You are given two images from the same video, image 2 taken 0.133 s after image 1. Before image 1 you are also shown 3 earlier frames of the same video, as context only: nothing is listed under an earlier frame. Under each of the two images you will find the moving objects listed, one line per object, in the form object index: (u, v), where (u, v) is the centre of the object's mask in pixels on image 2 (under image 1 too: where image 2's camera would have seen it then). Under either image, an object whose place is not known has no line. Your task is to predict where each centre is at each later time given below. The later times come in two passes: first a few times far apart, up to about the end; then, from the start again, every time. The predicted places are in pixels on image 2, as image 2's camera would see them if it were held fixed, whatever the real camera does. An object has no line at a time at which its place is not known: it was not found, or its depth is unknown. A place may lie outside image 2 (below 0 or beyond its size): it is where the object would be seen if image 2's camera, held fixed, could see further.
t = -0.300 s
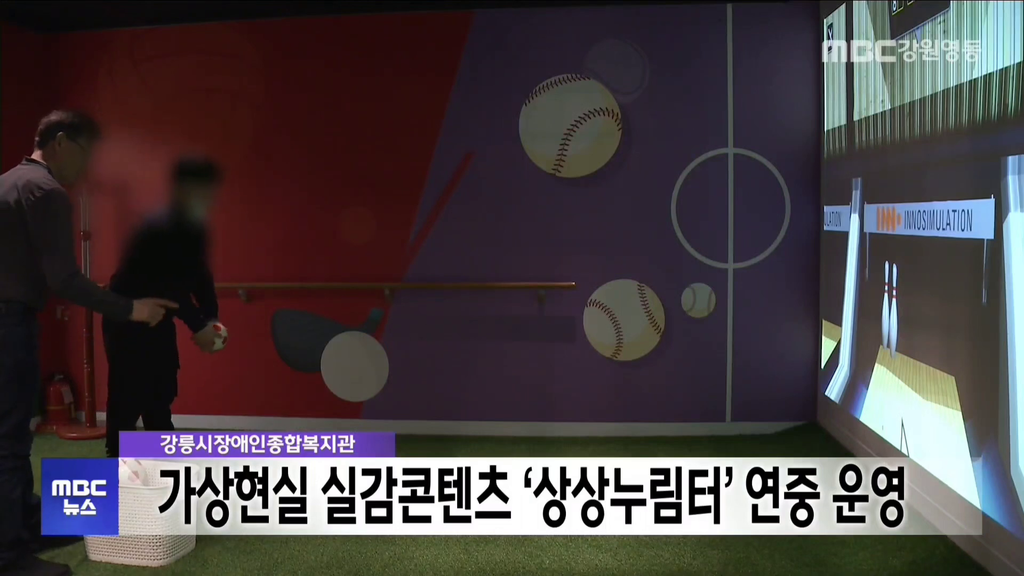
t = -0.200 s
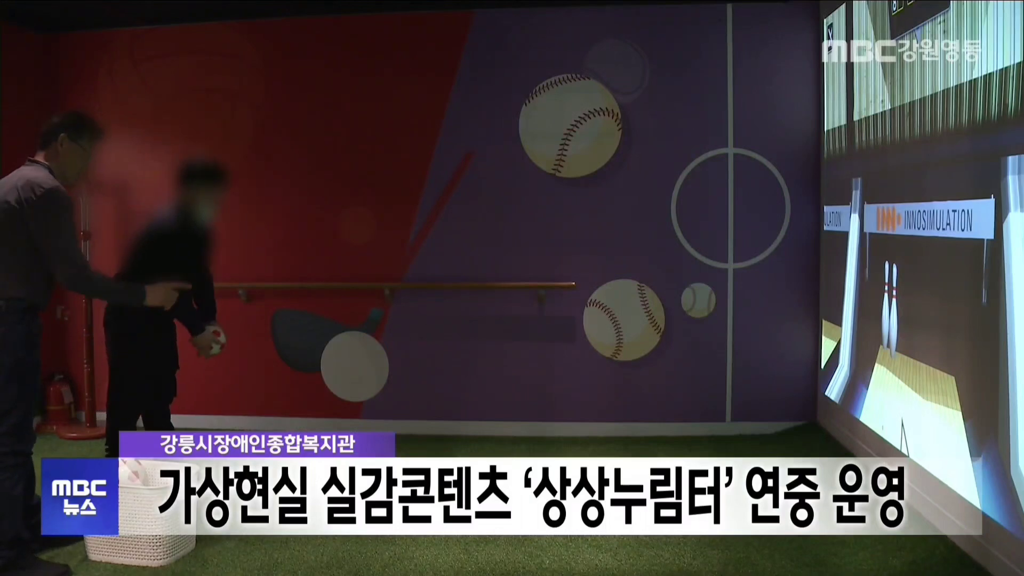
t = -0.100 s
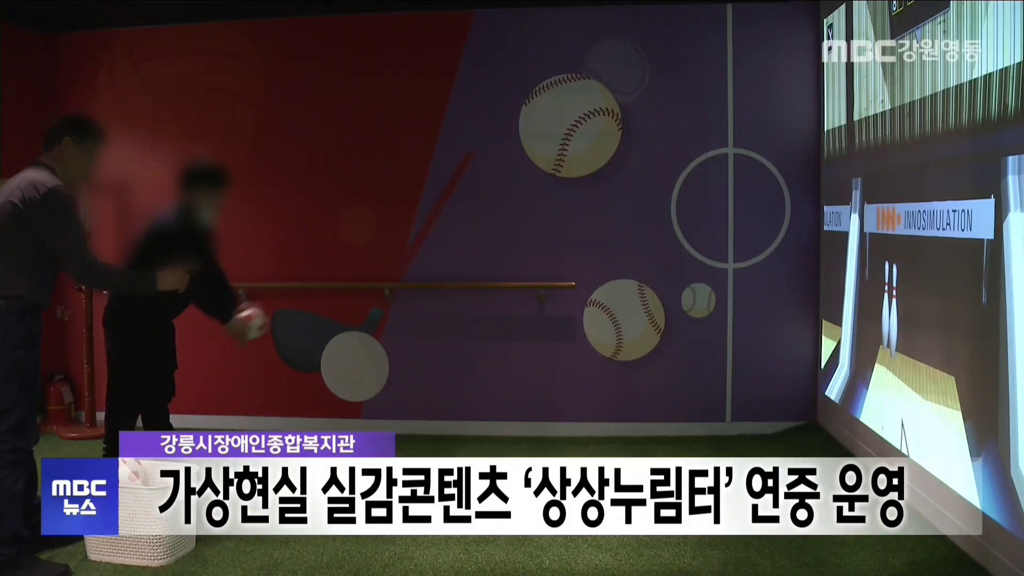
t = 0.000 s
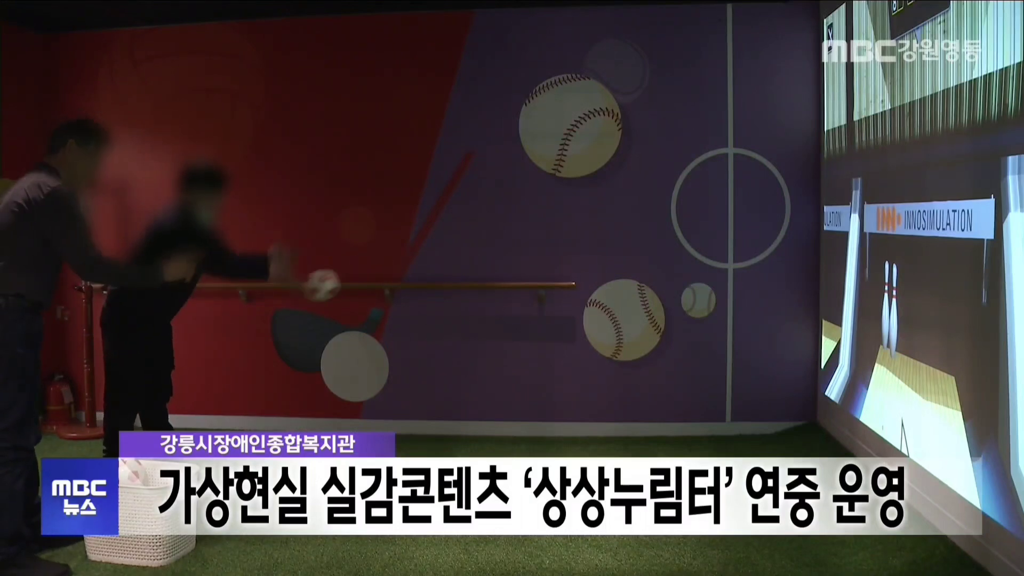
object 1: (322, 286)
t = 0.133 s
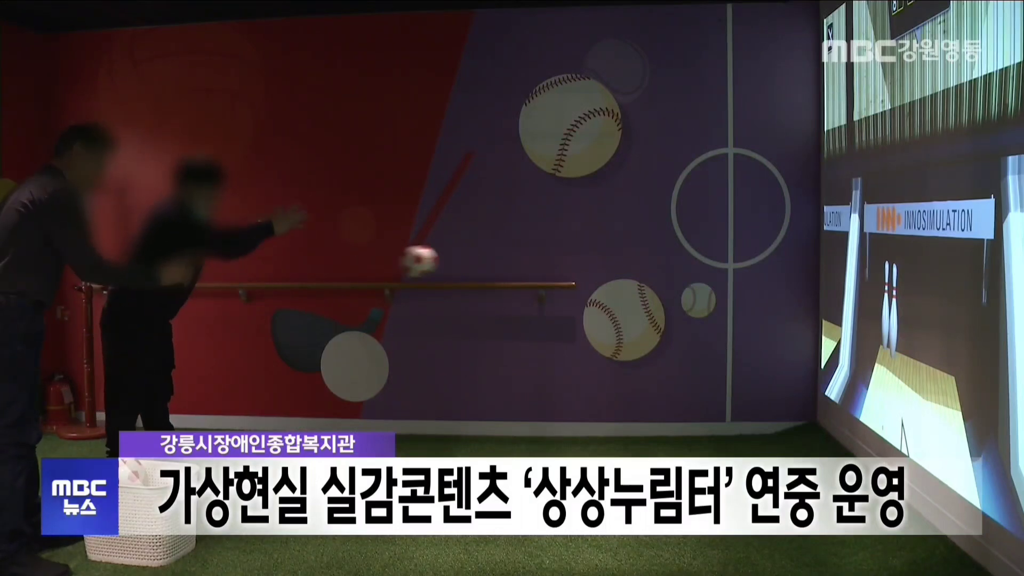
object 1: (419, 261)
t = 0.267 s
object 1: (517, 273)
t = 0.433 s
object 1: (636, 342)
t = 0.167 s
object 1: (444, 261)
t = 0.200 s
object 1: (468, 263)
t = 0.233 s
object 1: (493, 266)
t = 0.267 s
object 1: (517, 273)
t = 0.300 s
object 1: (541, 283)
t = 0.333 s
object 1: (566, 294)
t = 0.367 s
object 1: (589, 307)
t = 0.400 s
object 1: (612, 323)
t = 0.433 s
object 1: (636, 342)
